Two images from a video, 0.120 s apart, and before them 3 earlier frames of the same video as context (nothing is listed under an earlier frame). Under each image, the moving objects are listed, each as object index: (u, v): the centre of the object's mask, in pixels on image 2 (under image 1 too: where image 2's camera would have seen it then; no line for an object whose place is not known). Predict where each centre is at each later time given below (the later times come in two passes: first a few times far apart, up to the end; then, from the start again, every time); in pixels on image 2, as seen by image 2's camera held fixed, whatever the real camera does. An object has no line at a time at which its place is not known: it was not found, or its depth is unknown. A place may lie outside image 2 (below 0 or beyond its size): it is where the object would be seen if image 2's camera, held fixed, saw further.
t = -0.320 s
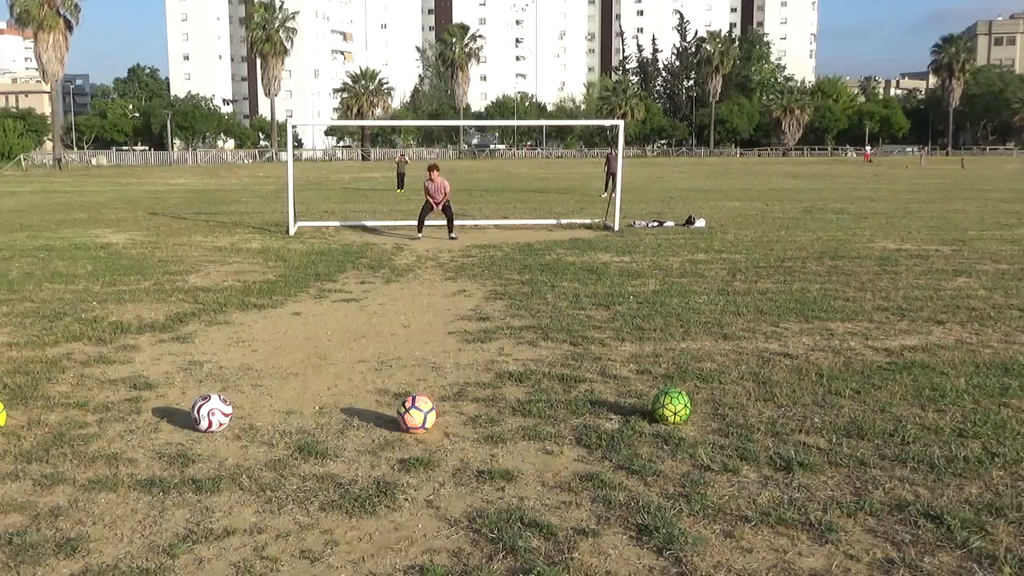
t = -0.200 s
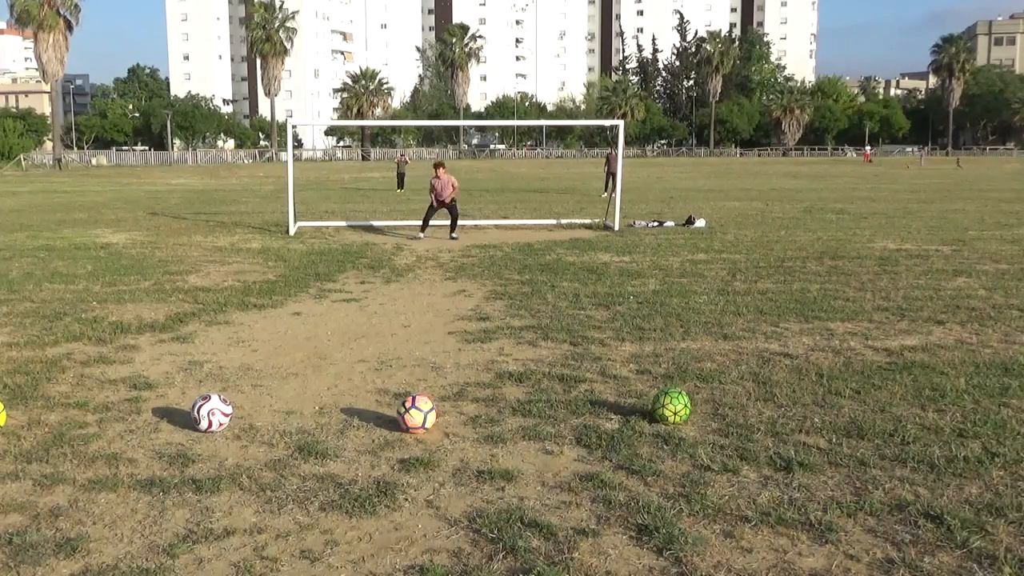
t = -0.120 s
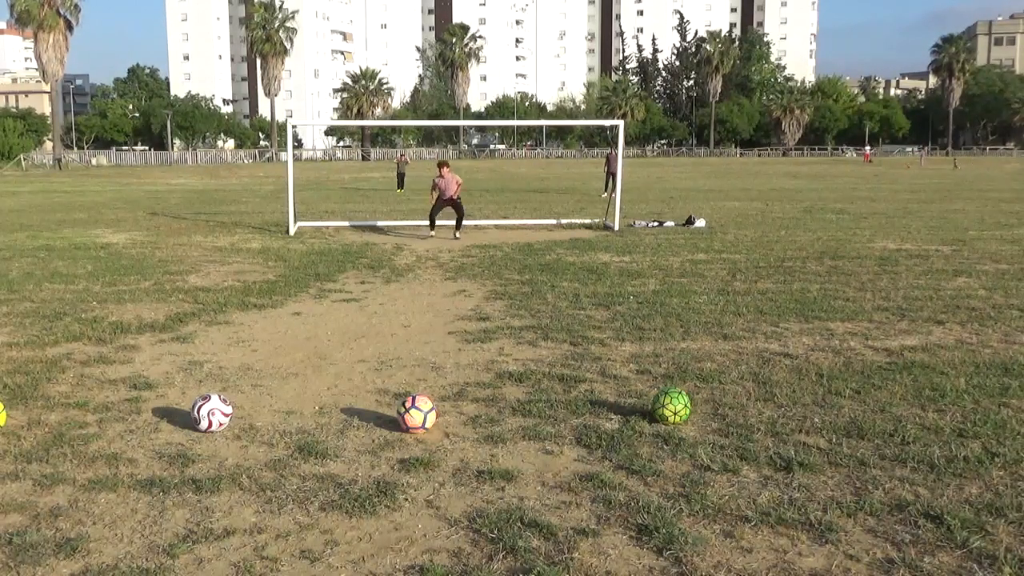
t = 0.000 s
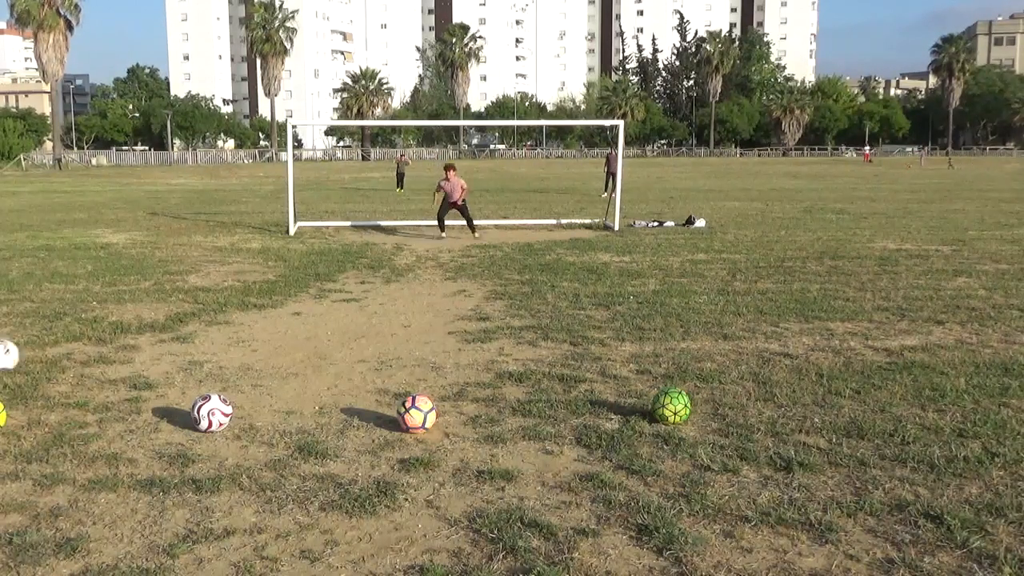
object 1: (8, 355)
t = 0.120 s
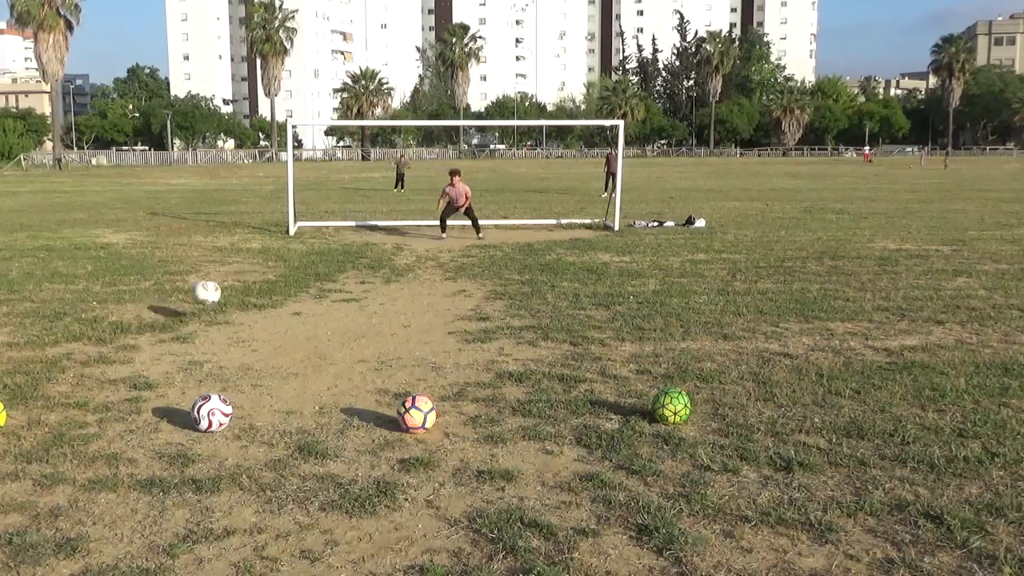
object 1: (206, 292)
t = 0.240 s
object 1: (327, 268)
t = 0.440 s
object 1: (428, 246)
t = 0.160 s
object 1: (254, 281)
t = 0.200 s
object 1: (293, 273)
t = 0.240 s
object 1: (327, 268)
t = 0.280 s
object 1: (356, 265)
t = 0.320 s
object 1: (380, 265)
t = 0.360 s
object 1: (400, 262)
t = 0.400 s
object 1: (415, 253)
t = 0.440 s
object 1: (428, 246)
